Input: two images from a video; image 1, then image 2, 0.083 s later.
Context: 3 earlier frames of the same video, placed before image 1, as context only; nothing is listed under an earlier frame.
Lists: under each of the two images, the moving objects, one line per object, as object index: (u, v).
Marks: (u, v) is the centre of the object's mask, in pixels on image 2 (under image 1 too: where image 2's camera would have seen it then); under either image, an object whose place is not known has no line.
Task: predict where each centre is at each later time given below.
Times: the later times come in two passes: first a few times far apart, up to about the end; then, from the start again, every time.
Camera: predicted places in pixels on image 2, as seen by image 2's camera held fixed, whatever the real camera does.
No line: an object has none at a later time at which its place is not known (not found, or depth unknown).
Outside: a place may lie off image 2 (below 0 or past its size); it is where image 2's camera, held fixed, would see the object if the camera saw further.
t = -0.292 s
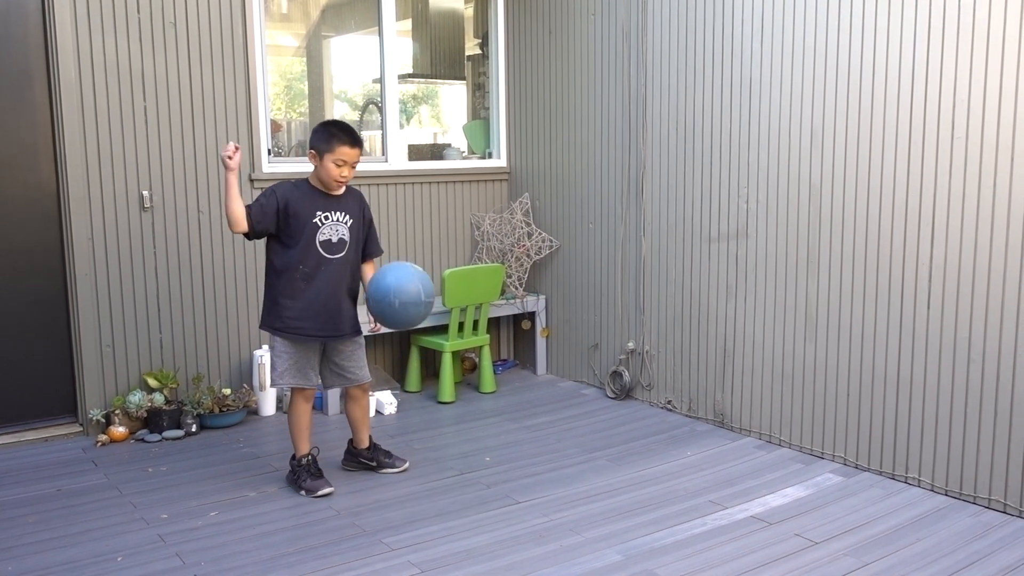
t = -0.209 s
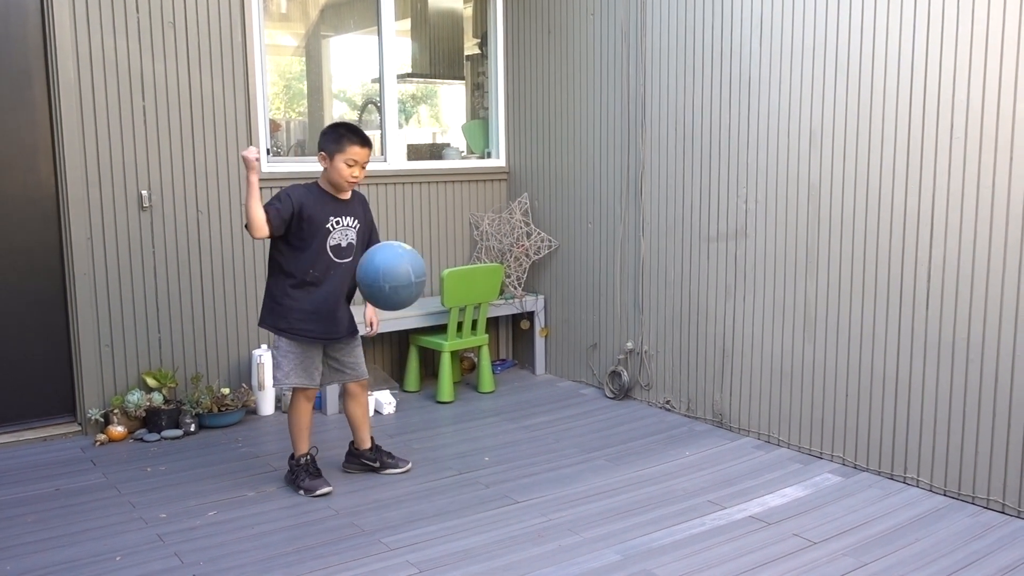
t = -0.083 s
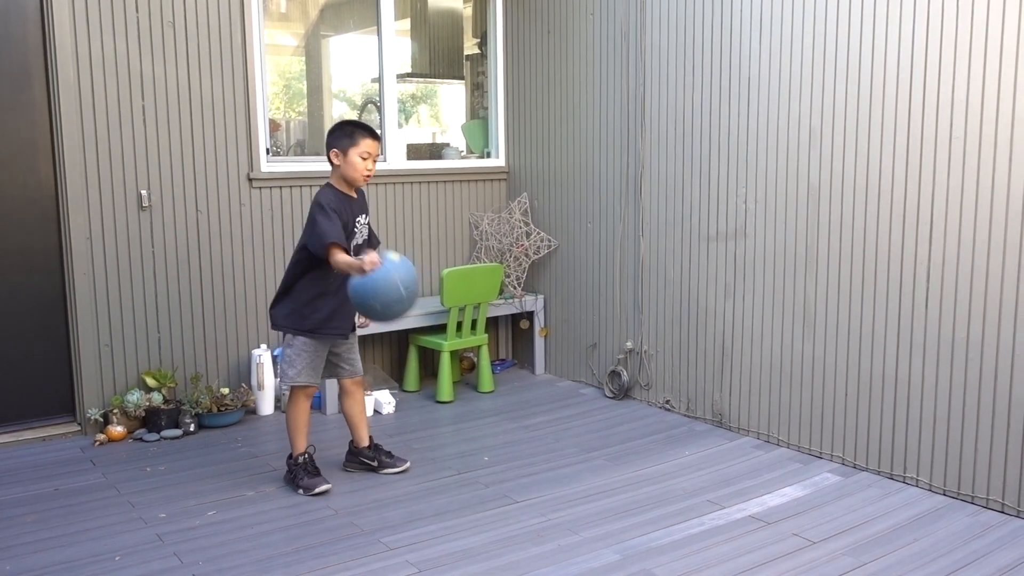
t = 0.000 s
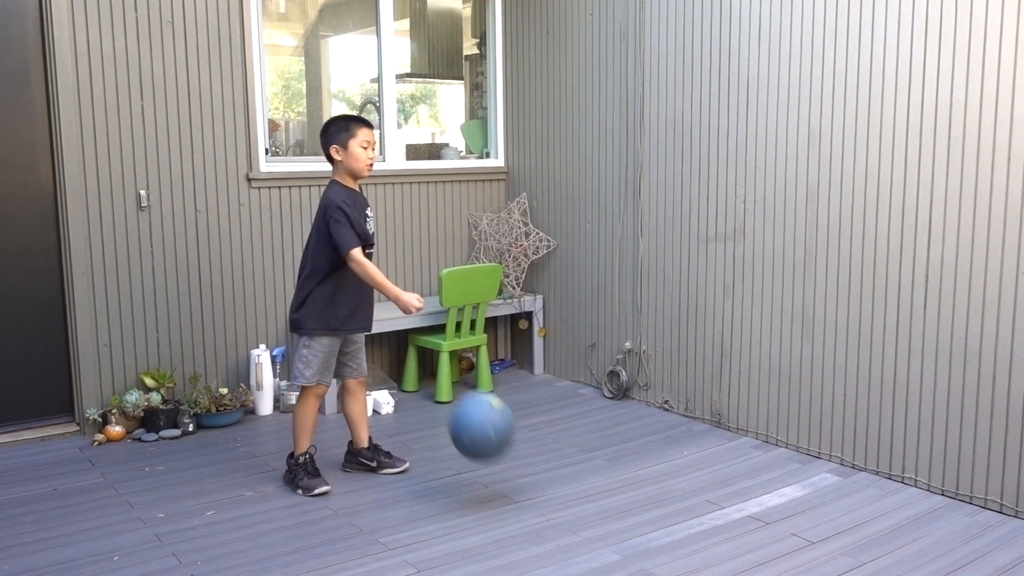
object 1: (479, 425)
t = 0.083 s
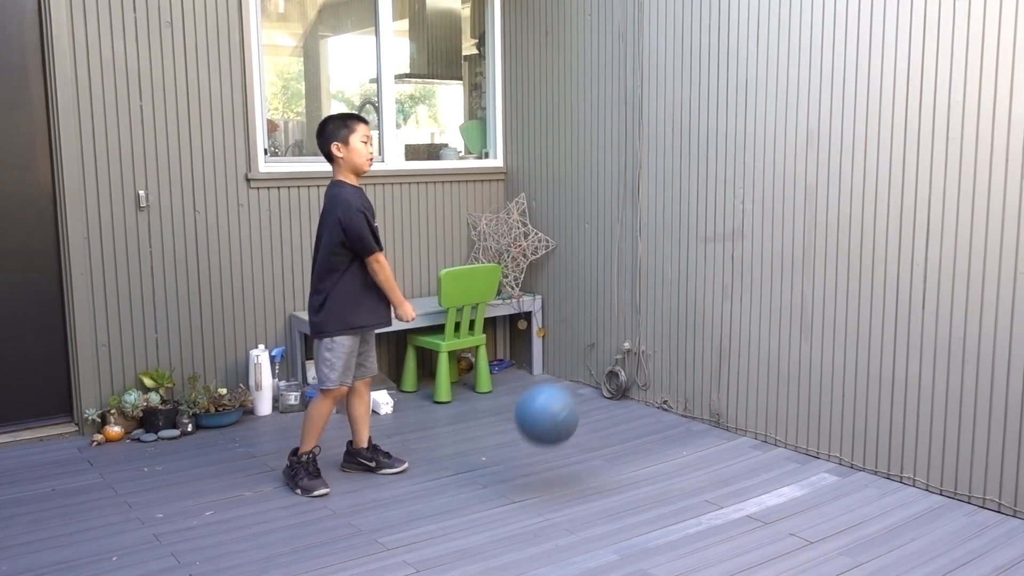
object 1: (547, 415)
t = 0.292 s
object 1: (672, 181)
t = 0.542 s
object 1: (747, 55)
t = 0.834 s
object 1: (630, 85)
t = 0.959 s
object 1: (571, 182)
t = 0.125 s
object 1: (572, 357)
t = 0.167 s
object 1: (597, 306)
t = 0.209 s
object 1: (622, 259)
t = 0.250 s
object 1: (647, 218)
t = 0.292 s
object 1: (672, 181)
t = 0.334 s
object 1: (696, 150)
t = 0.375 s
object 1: (720, 124)
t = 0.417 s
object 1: (743, 103)
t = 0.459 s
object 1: (765, 87)
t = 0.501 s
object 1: (761, 70)
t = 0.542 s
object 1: (747, 55)
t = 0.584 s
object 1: (732, 45)
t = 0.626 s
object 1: (717, 39)
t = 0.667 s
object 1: (700, 38)
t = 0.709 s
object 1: (684, 42)
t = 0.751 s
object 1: (666, 51)
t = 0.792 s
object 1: (649, 66)
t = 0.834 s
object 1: (630, 85)
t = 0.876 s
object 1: (611, 111)
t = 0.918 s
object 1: (591, 144)
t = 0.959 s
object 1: (571, 182)
